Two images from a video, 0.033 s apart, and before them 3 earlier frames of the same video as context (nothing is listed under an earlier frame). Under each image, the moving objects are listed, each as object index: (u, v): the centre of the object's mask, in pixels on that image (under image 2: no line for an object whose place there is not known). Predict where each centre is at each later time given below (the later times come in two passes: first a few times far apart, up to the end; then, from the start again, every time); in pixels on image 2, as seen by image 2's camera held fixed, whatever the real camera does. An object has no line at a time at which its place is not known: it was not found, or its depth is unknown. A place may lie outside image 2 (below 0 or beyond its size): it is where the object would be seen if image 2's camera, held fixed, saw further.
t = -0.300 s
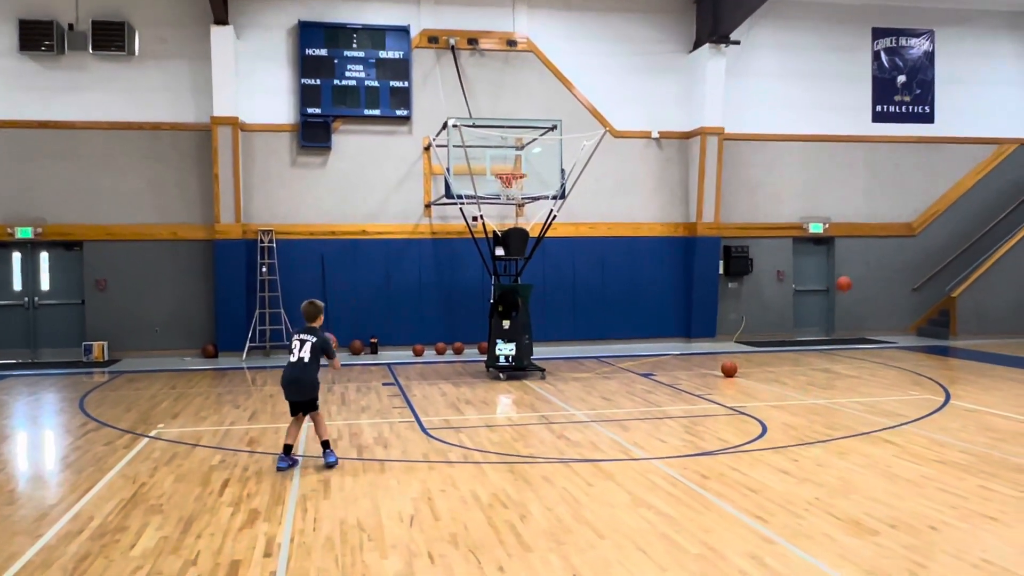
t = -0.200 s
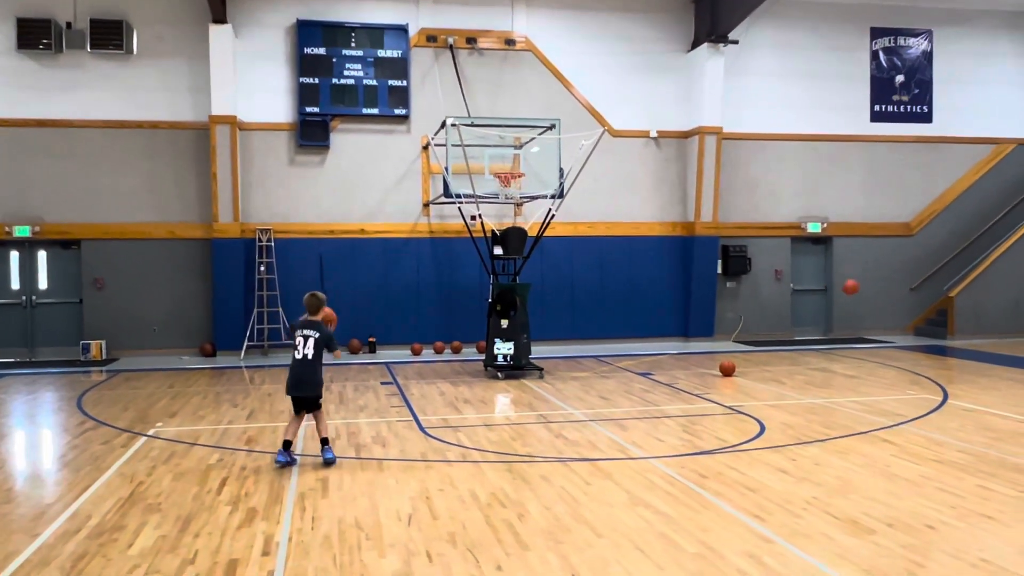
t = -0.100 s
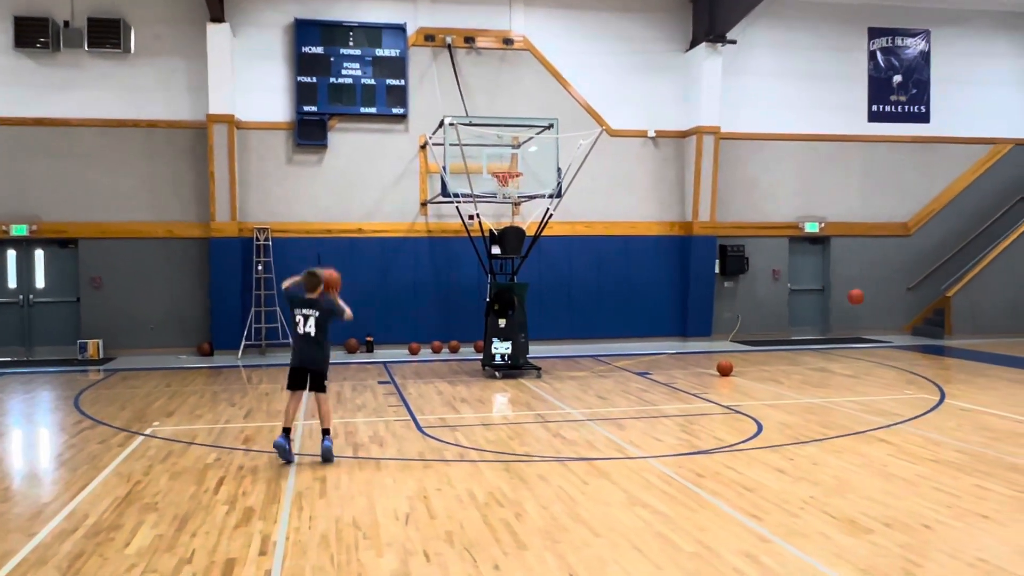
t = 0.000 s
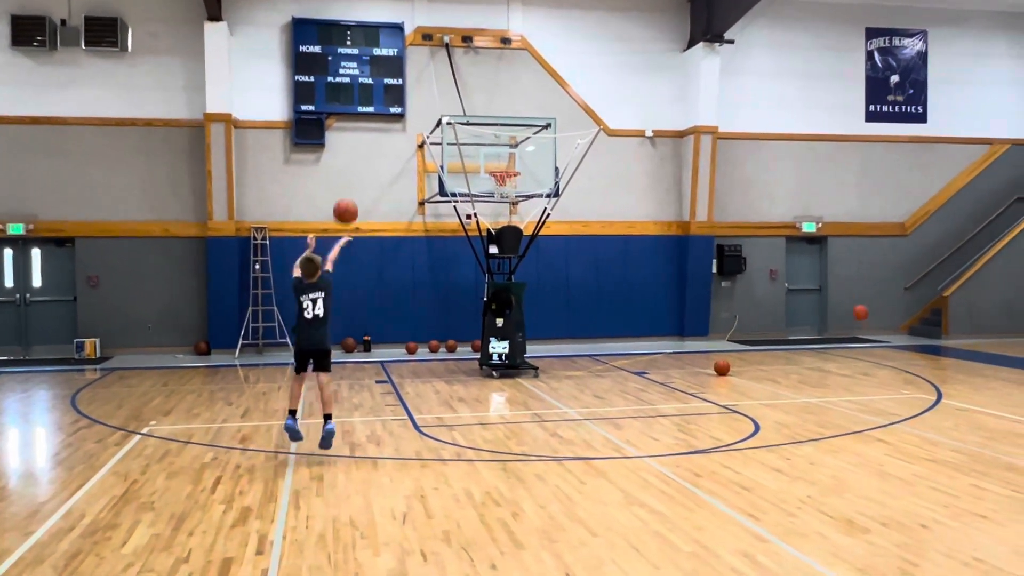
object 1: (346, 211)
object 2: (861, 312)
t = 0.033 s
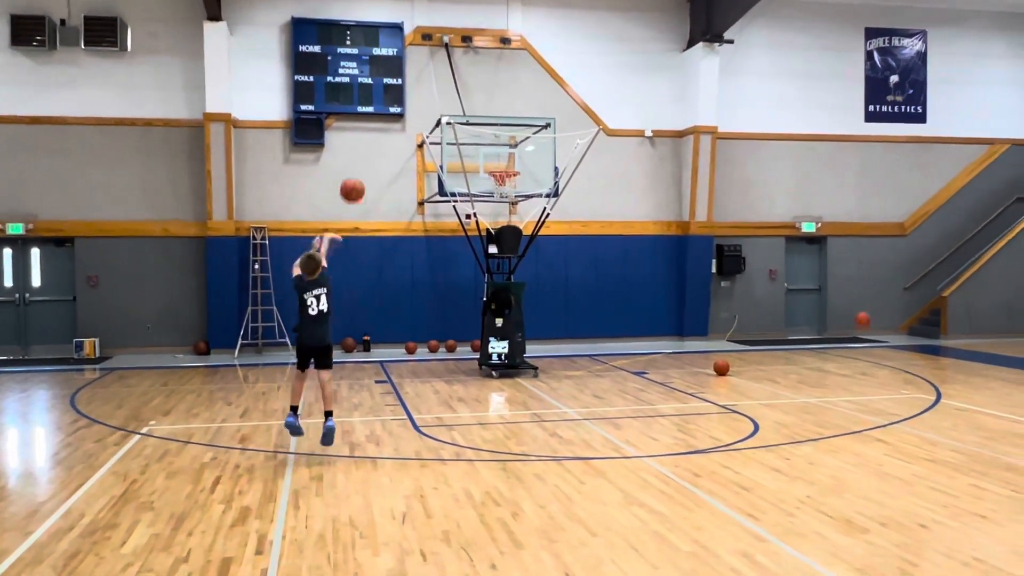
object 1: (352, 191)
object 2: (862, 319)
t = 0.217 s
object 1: (388, 105)
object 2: (876, 361)
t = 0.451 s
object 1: (425, 59)
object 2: (894, 318)
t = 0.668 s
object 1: (452, 61)
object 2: (910, 310)
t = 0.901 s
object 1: (477, 100)
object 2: (928, 334)
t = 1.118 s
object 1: (497, 161)
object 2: (943, 350)
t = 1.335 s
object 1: (509, 189)
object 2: (957, 328)
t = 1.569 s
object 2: (972, 340)
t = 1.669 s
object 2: (980, 359)
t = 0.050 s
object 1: (356, 180)
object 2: (864, 324)
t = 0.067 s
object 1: (359, 171)
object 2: (865, 327)
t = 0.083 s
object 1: (363, 162)
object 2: (866, 331)
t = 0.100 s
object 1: (366, 153)
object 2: (868, 335)
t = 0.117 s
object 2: (869, 339)
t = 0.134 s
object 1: (372, 138)
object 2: (870, 344)
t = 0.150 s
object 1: (375, 130)
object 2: (871, 349)
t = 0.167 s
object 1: (379, 124)
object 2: (872, 355)
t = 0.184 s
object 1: (381, 118)
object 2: (874, 359)
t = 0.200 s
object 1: (385, 111)
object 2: (875, 364)
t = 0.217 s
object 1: (388, 105)
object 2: (876, 361)
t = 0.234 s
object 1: (391, 100)
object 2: (877, 357)
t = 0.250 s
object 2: (878, 353)
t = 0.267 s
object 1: (397, 91)
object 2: (880, 348)
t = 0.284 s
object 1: (399, 86)
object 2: (881, 345)
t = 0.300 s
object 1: (402, 82)
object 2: (883, 341)
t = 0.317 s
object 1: (405, 78)
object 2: (883, 338)
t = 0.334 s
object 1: (407, 75)
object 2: (885, 334)
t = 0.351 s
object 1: (410, 72)
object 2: (886, 332)
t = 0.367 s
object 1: (413, 69)
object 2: (888, 329)
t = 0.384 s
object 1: (415, 67)
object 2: (889, 327)
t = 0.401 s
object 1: (417, 65)
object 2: (891, 324)
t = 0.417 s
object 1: (420, 62)
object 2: (892, 322)
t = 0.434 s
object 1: (422, 61)
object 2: (893, 320)
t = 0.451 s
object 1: (425, 59)
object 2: (894, 318)
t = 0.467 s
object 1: (427, 59)
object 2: (895, 316)
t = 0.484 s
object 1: (429, 57)
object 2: (897, 314)
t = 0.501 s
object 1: (432, 56)
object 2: (898, 313)
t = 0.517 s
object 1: (434, 56)
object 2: (899, 312)
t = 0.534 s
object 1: (436, 55)
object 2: (900, 311)
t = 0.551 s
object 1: (438, 55)
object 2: (902, 311)
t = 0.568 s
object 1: (440, 55)
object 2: (903, 310)
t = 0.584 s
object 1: (442, 56)
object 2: (904, 309)
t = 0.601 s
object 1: (444, 57)
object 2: (905, 309)
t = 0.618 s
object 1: (447, 58)
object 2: (906, 309)
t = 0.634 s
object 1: (448, 59)
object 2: (908, 309)
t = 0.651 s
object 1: (451, 60)
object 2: (909, 309)
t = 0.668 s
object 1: (452, 61)
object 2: (910, 310)
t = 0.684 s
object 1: (454, 63)
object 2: (911, 310)
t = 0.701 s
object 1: (456, 65)
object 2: (912, 310)
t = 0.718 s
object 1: (458, 67)
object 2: (915, 312)
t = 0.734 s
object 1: (460, 69)
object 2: (915, 313)
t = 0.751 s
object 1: (462, 72)
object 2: (917, 314)
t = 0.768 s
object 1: (464, 74)
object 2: (918, 316)
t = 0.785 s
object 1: (465, 77)
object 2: (919, 317)
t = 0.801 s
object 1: (467, 80)
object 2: (921, 320)
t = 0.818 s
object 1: (469, 83)
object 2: (922, 321)
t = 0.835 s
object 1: (471, 86)
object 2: (923, 324)
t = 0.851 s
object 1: (472, 89)
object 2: (924, 326)
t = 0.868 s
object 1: (474, 93)
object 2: (925, 329)
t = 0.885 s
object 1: (476, 96)
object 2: (927, 331)
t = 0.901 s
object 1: (477, 100)
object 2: (928, 334)
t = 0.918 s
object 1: (479, 104)
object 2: (929, 338)
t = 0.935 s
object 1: (480, 108)
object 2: (931, 340)
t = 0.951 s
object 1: (482, 112)
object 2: (932, 345)
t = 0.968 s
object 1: (484, 117)
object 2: (932, 349)
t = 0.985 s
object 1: (485, 121)
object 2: (933, 352)
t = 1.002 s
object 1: (487, 124)
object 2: (935, 355)
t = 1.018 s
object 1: (488, 130)
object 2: (936, 360)
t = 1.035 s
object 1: (490, 135)
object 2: (937, 364)
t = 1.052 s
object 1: (491, 140)
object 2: (938, 362)
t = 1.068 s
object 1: (493, 144)
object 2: (939, 359)
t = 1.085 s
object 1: (494, 150)
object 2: (941, 355)
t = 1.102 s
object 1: (495, 154)
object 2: (941, 352)
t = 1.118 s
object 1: (497, 161)
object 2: (943, 350)
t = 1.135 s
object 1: (498, 166)
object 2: (944, 347)
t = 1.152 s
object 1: (500, 168)
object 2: (945, 345)
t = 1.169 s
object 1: (502, 172)
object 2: (946, 343)
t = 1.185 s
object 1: (506, 177)
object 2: (947, 341)
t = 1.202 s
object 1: (507, 179)
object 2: (948, 338)
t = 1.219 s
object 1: (508, 179)
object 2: (949, 336)
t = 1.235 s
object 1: (509, 180)
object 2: (952, 334)
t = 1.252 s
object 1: (508, 185)
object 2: (952, 333)
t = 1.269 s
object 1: (509, 187)
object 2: (953, 332)
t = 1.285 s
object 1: (509, 187)
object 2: (954, 331)
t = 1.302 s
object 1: (509, 188)
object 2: (955, 330)
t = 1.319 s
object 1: (509, 186)
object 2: (956, 330)
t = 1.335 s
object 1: (509, 189)
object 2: (957, 328)
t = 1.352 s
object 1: (510, 190)
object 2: (958, 328)
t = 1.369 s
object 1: (510, 190)
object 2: (959, 328)
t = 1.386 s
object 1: (510, 191)
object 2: (961, 328)
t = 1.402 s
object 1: (511, 194)
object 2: (962, 328)
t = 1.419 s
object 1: (511, 197)
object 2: (964, 328)
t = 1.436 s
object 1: (511, 198)
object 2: (964, 329)
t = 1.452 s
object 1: (511, 201)
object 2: (965, 329)
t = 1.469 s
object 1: (512, 203)
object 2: (966, 331)
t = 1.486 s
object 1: (512, 206)
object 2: (968, 331)
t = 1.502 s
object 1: (512, 207)
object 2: (969, 333)
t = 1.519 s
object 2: (969, 334)
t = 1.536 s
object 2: (970, 336)
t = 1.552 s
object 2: (971, 338)
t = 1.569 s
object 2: (972, 340)
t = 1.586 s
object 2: (973, 342)
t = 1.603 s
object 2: (975, 344)
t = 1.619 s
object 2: (976, 347)
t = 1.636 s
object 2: (977, 350)
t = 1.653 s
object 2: (978, 353)
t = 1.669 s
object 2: (980, 359)
